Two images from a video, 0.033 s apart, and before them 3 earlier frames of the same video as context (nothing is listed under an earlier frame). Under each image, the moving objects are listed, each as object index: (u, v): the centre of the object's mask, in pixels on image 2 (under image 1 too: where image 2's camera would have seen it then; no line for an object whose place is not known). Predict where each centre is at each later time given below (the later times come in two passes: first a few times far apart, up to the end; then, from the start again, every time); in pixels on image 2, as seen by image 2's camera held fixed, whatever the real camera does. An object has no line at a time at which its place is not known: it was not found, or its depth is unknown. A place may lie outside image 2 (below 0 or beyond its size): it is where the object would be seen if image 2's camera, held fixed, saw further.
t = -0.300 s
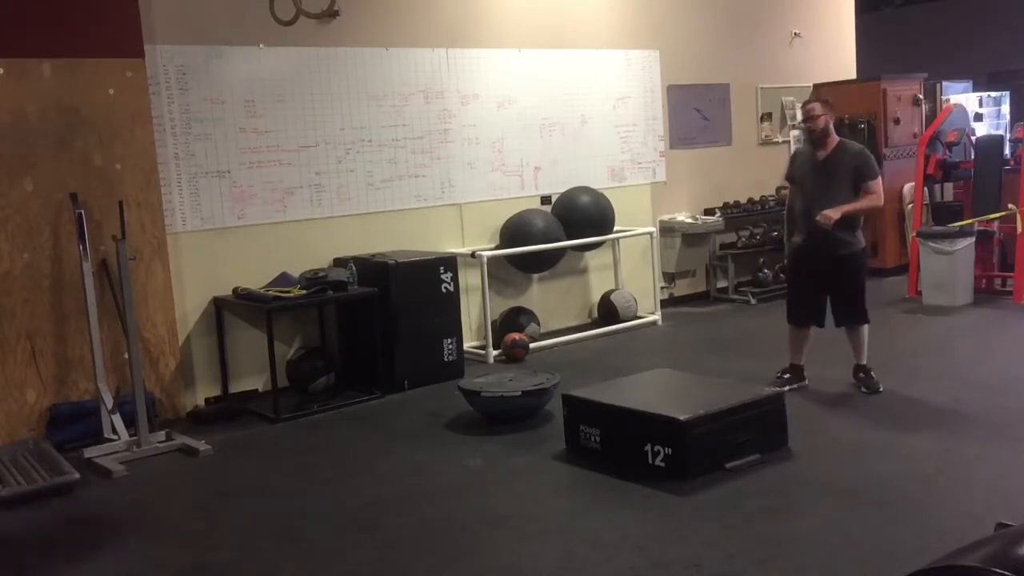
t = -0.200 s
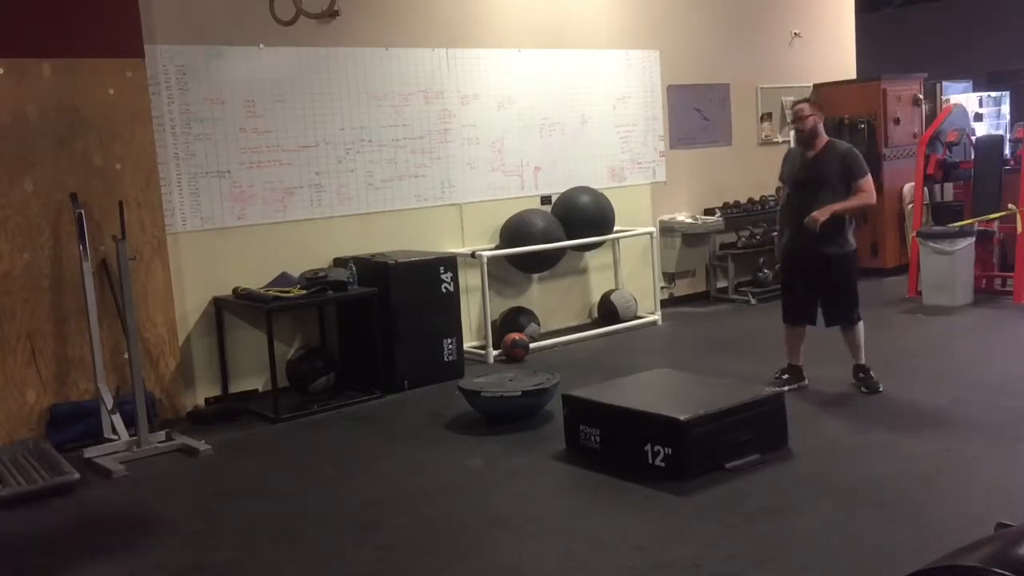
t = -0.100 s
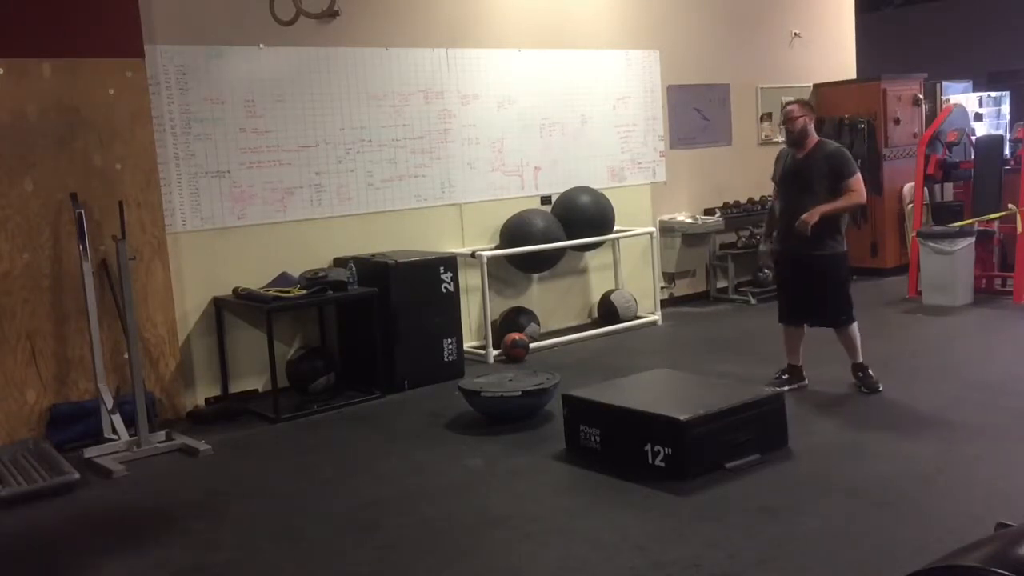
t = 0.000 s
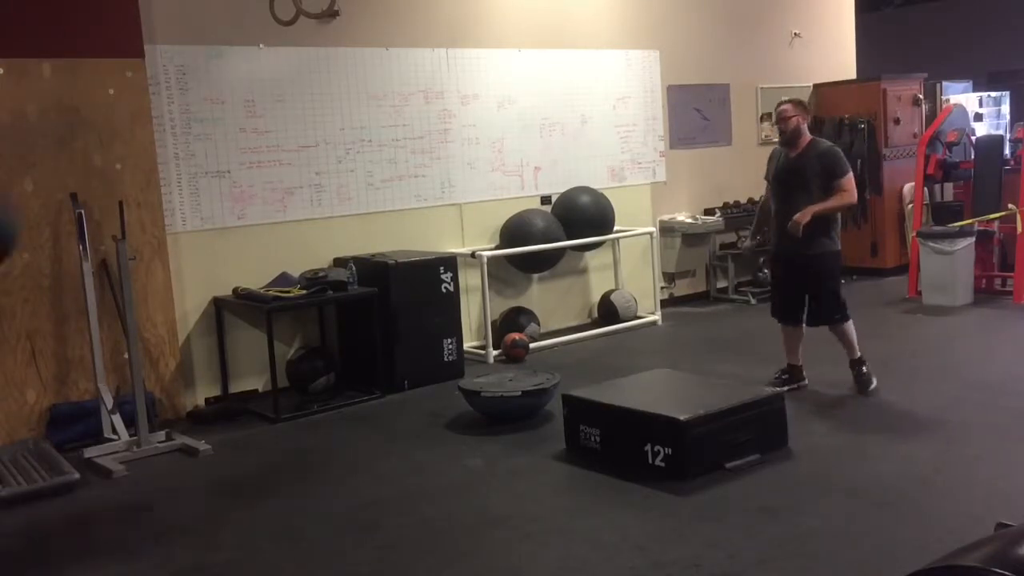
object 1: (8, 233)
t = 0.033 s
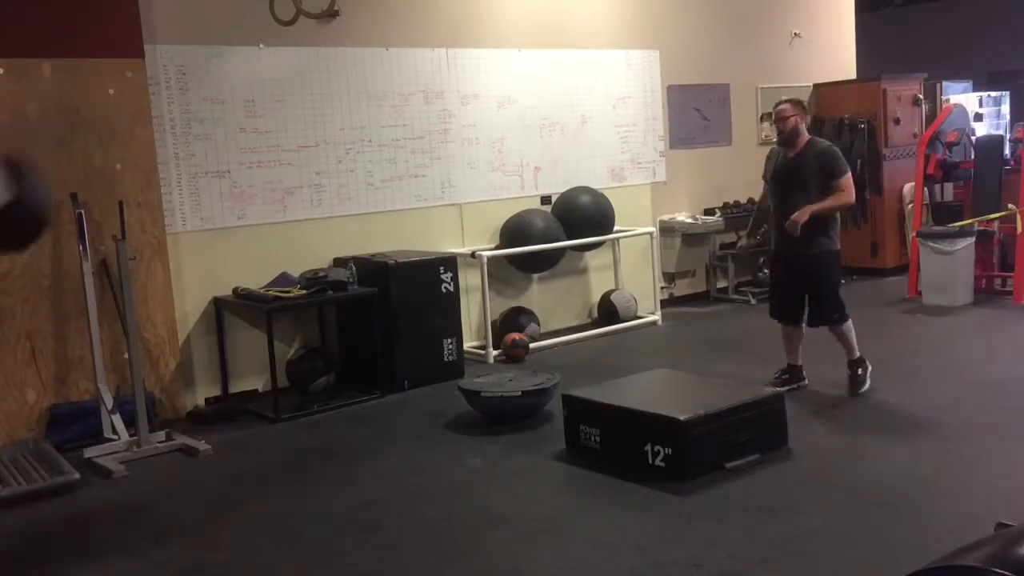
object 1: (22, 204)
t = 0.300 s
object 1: (268, 132)
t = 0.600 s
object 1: (514, 254)
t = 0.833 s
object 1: (632, 350)
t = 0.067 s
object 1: (39, 182)
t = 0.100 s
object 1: (66, 164)
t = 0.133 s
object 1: (101, 150)
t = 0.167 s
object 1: (137, 142)
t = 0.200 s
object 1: (172, 135)
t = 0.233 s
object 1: (205, 131)
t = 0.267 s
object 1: (236, 130)
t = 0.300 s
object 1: (268, 132)
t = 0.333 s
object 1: (298, 137)
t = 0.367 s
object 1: (328, 144)
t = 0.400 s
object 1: (356, 153)
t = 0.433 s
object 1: (384, 164)
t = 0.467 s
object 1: (411, 178)
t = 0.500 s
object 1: (438, 194)
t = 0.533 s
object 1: (463, 211)
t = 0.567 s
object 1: (488, 231)
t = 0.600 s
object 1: (514, 254)
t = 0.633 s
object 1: (538, 274)
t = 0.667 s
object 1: (560, 299)
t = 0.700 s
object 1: (581, 328)
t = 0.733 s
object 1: (605, 351)
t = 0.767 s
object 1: (625, 377)
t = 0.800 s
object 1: (631, 371)
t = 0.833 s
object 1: (632, 350)
